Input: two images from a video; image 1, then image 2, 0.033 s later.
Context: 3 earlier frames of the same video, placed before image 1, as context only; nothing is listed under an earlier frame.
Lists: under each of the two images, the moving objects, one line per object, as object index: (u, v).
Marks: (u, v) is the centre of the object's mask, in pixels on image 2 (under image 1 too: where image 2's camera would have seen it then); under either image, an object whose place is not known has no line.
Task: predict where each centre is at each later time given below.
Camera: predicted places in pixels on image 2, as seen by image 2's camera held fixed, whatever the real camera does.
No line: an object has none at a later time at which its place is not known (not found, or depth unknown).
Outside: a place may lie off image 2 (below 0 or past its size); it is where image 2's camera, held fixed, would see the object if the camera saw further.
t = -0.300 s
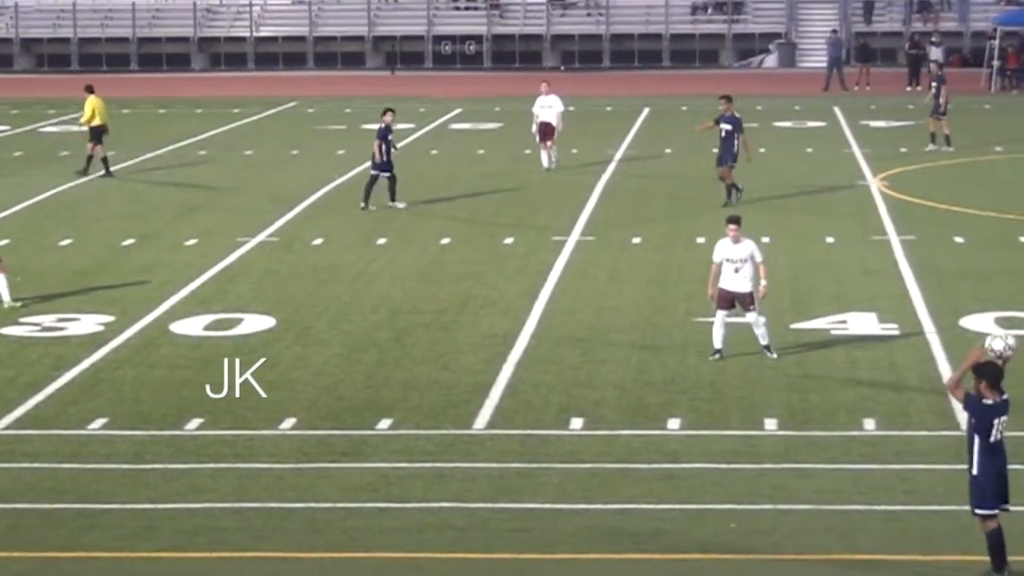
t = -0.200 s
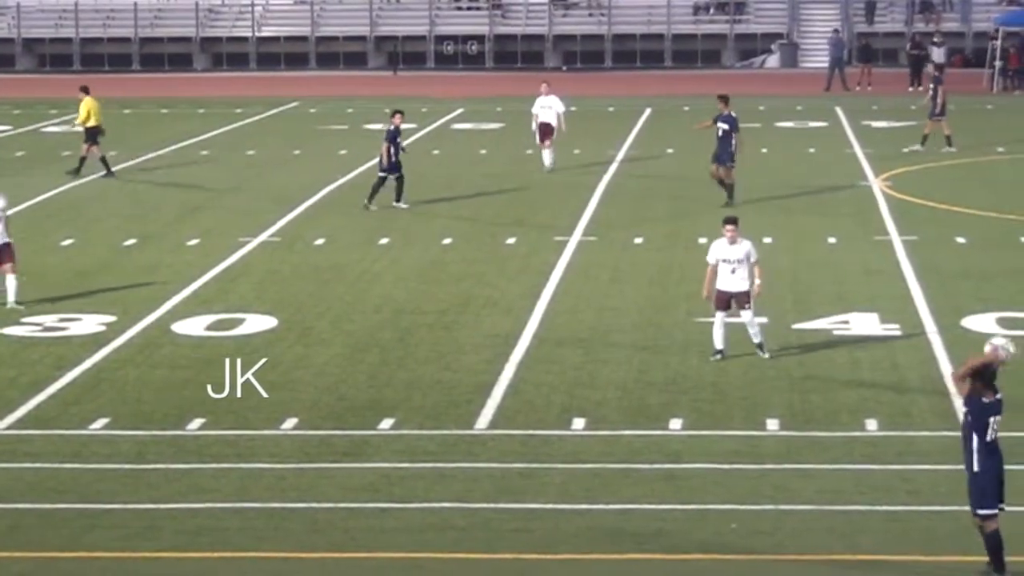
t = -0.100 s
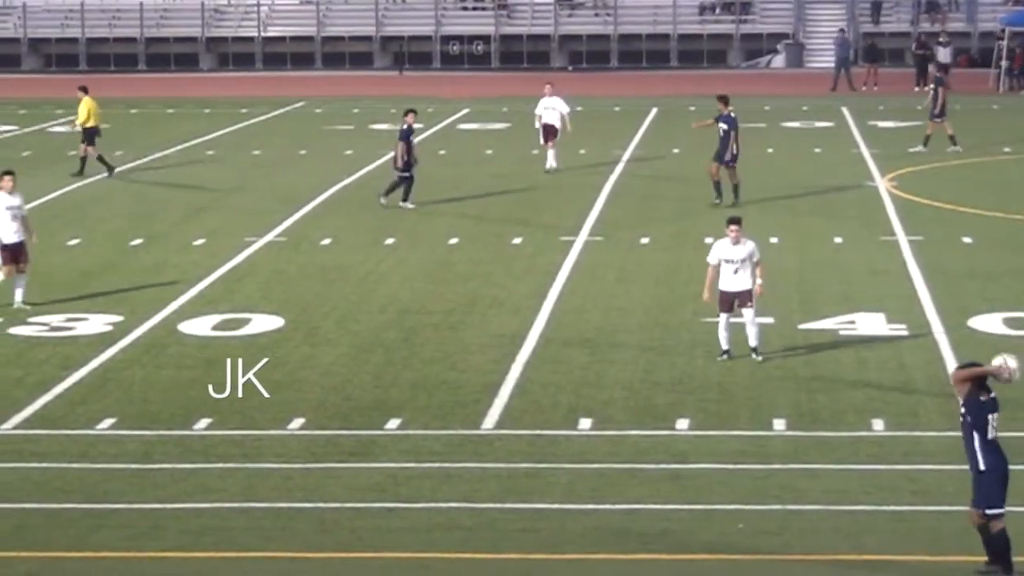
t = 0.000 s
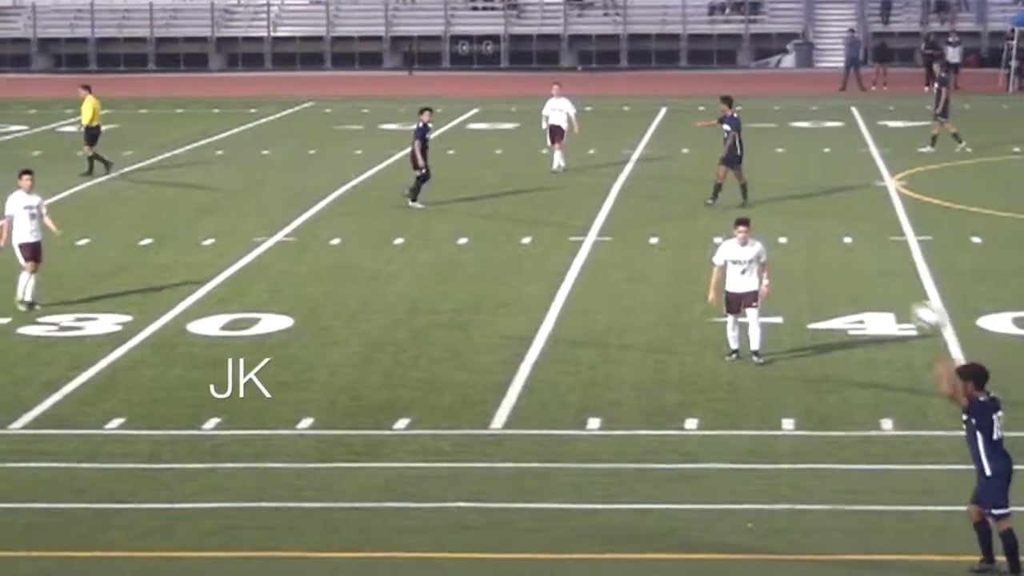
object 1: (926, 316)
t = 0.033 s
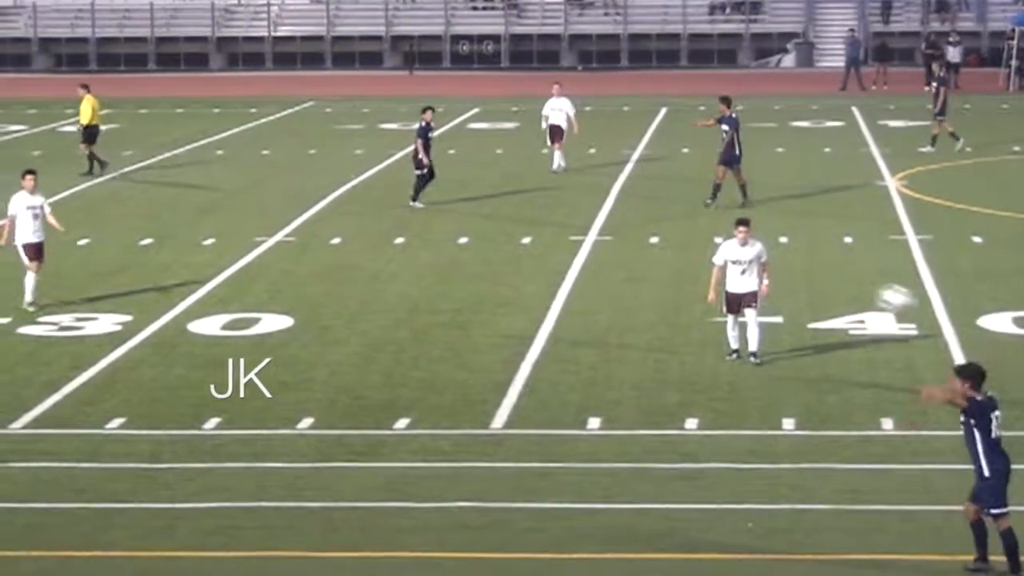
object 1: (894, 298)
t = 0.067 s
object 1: (860, 284)
